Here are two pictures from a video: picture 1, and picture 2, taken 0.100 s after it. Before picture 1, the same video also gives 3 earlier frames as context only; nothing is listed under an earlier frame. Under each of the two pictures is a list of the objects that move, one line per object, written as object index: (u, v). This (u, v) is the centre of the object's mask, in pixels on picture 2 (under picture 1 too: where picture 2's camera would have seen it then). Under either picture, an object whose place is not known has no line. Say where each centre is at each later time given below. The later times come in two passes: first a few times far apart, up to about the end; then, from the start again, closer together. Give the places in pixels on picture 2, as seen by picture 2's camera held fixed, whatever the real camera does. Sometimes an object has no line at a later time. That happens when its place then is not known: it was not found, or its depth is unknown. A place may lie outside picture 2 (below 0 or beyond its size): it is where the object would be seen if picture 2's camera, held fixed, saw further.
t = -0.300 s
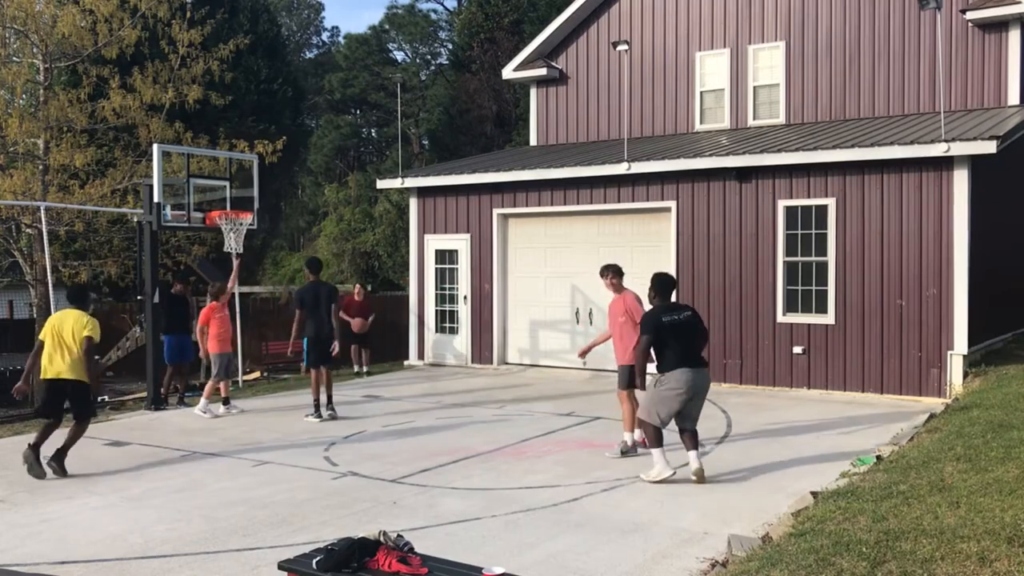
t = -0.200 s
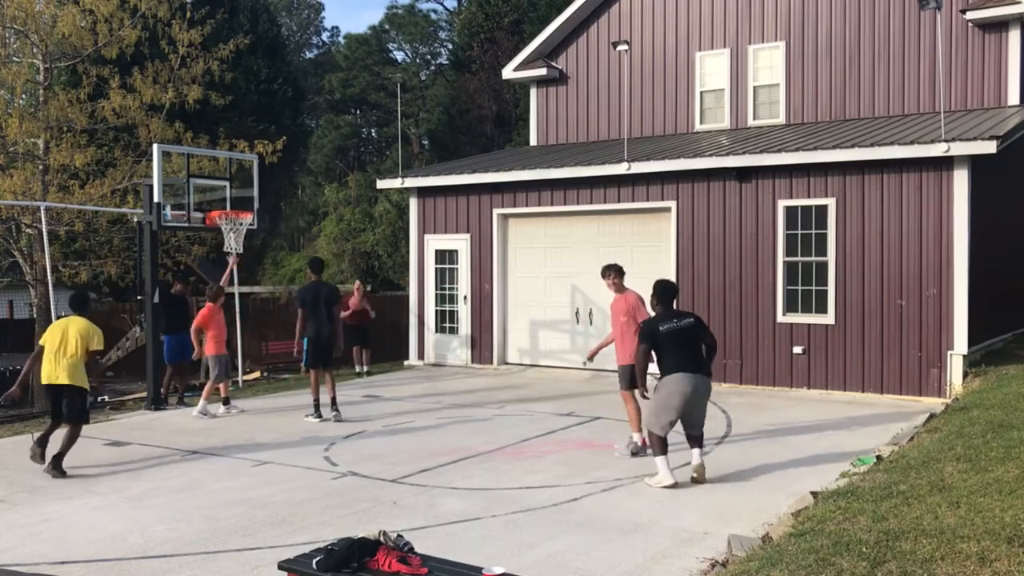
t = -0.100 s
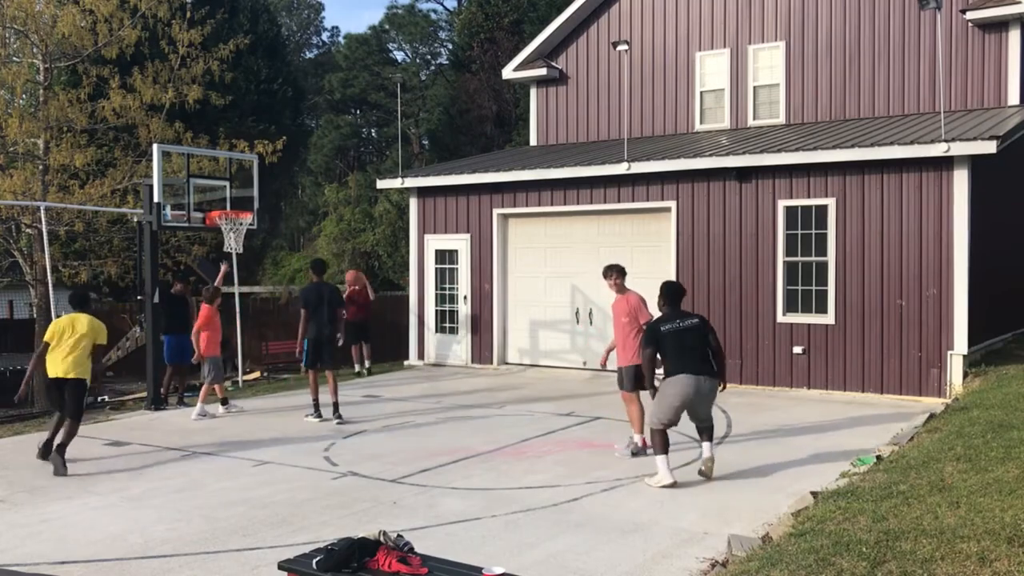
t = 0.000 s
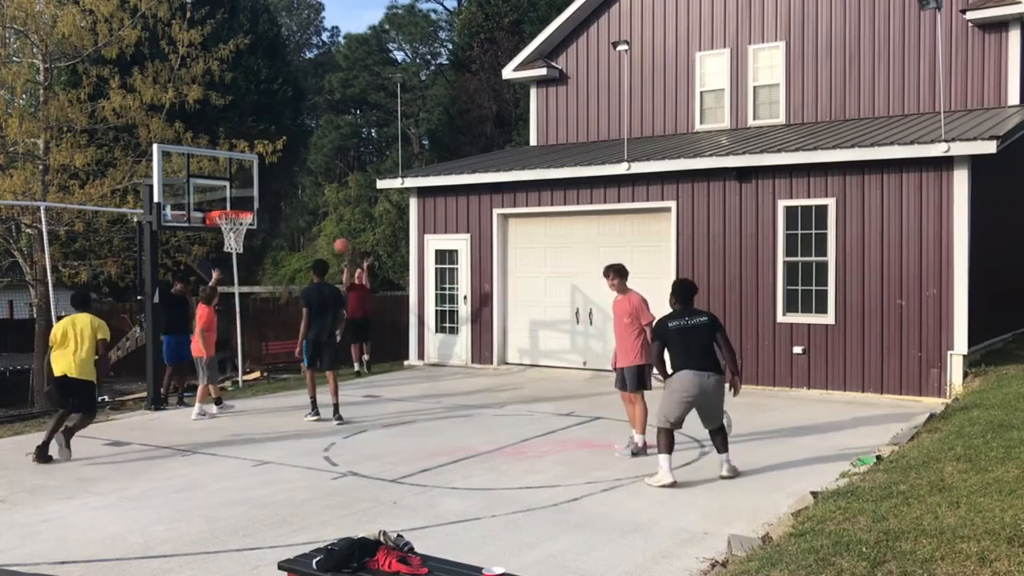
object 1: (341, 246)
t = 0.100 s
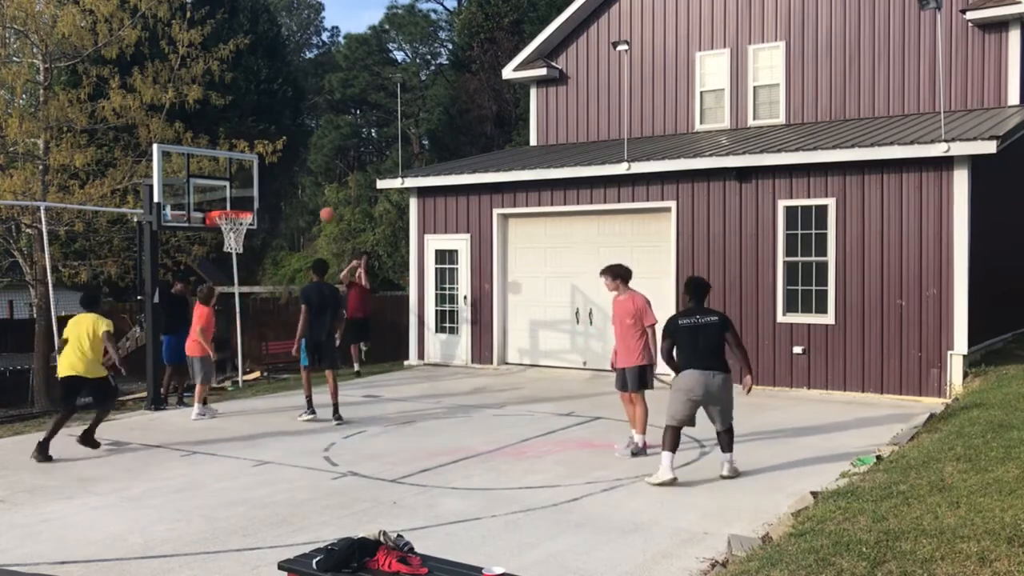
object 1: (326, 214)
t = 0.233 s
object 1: (307, 182)
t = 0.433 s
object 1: (275, 154)
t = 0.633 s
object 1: (238, 154)
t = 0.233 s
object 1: (307, 182)
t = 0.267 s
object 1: (301, 176)
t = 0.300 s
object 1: (296, 170)
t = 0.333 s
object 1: (291, 165)
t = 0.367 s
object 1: (286, 161)
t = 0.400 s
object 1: (281, 157)
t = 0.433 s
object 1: (275, 154)
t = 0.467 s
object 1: (269, 152)
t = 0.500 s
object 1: (261, 150)
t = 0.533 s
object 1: (257, 150)
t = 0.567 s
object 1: (250, 150)
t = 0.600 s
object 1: (244, 151)
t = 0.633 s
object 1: (238, 154)
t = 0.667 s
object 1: (231, 157)
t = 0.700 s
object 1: (223, 161)
